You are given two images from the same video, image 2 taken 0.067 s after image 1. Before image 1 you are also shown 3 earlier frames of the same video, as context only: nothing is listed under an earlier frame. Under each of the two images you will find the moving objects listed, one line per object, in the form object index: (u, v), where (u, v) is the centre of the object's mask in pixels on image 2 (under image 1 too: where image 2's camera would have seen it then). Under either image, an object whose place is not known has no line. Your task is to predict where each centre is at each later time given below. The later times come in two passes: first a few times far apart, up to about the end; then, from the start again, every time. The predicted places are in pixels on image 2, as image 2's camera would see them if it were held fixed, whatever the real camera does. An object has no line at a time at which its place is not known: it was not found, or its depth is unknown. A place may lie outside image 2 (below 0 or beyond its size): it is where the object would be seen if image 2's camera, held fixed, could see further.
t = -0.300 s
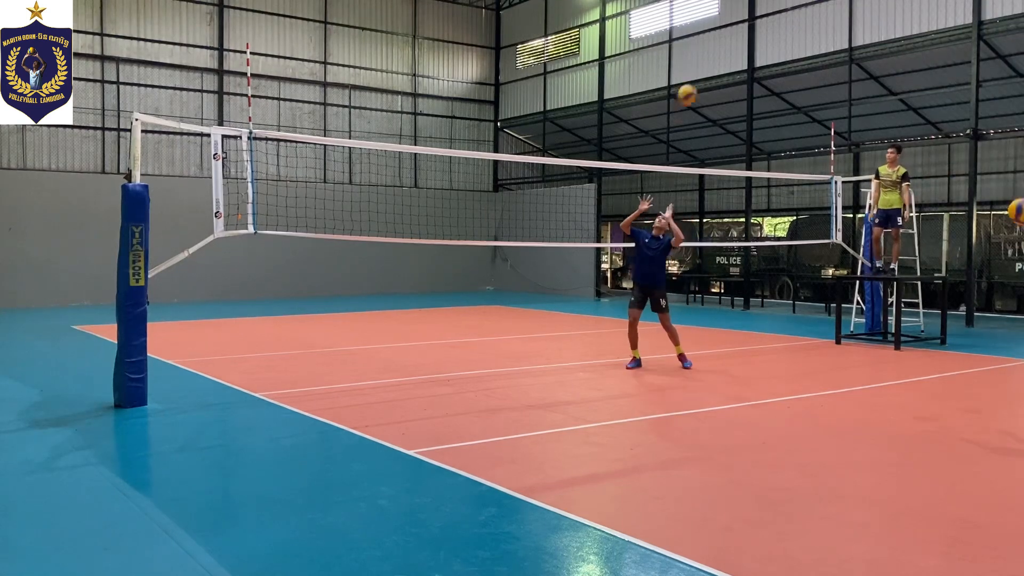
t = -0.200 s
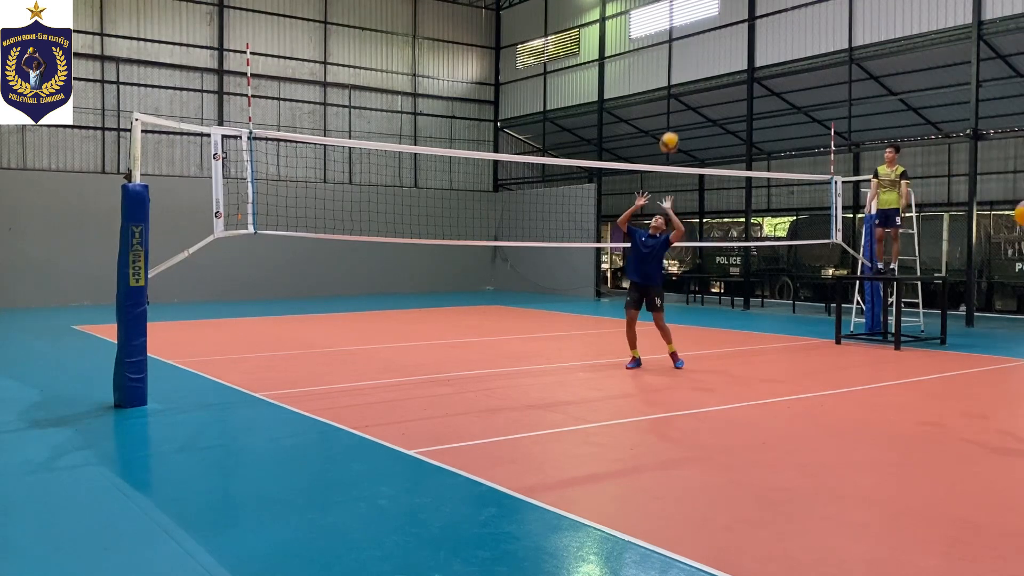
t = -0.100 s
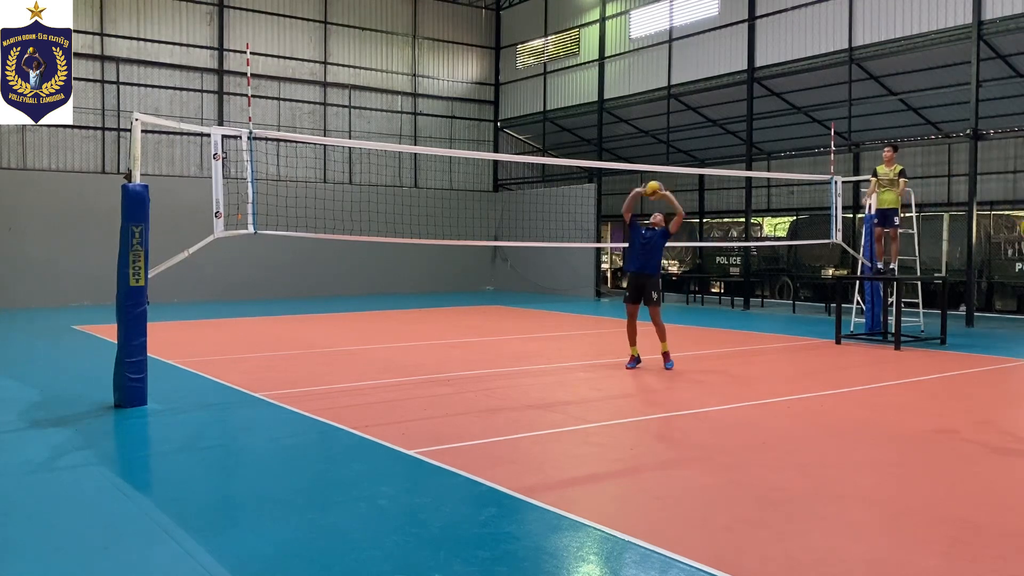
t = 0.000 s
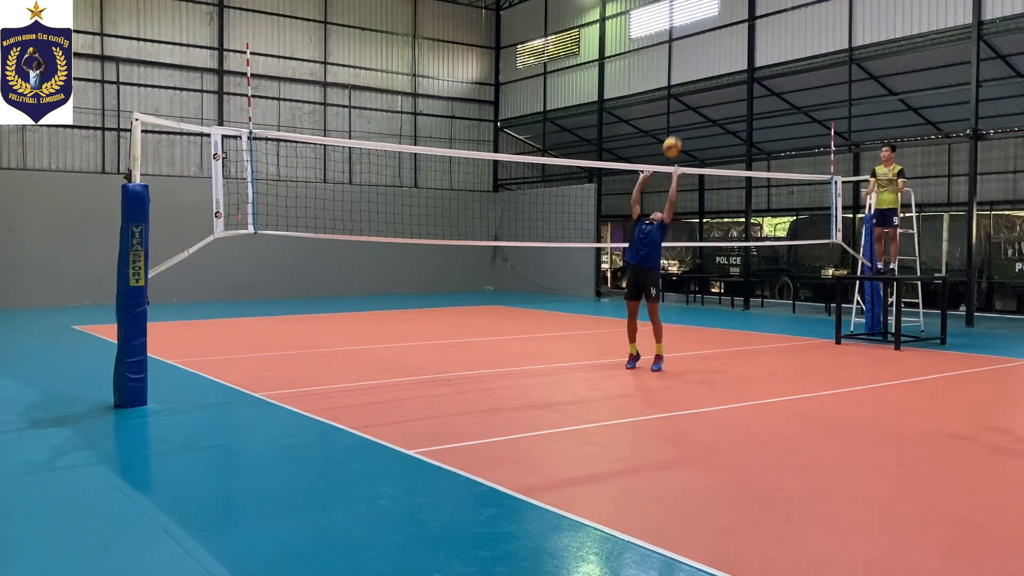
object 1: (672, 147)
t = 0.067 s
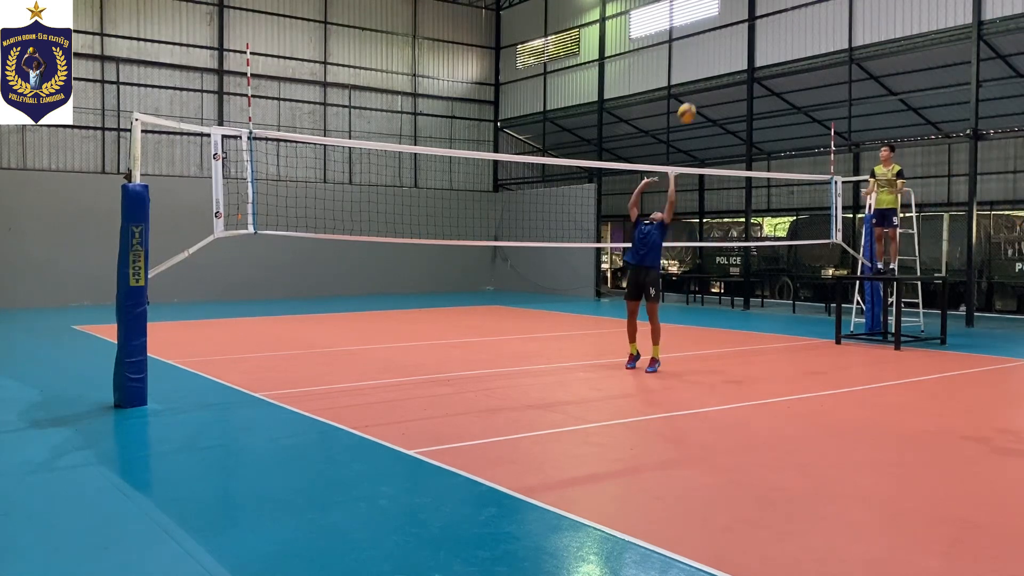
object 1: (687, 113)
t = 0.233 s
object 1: (721, 49)
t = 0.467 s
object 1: (763, 6)
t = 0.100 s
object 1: (693, 99)
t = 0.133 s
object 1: (700, 84)
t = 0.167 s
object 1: (708, 72)
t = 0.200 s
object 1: (715, 60)
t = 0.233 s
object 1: (721, 49)
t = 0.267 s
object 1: (728, 40)
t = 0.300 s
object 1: (734, 32)
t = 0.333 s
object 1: (740, 24)
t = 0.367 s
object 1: (746, 18)
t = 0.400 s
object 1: (751, 13)
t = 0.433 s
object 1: (757, 9)
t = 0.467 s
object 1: (763, 6)
